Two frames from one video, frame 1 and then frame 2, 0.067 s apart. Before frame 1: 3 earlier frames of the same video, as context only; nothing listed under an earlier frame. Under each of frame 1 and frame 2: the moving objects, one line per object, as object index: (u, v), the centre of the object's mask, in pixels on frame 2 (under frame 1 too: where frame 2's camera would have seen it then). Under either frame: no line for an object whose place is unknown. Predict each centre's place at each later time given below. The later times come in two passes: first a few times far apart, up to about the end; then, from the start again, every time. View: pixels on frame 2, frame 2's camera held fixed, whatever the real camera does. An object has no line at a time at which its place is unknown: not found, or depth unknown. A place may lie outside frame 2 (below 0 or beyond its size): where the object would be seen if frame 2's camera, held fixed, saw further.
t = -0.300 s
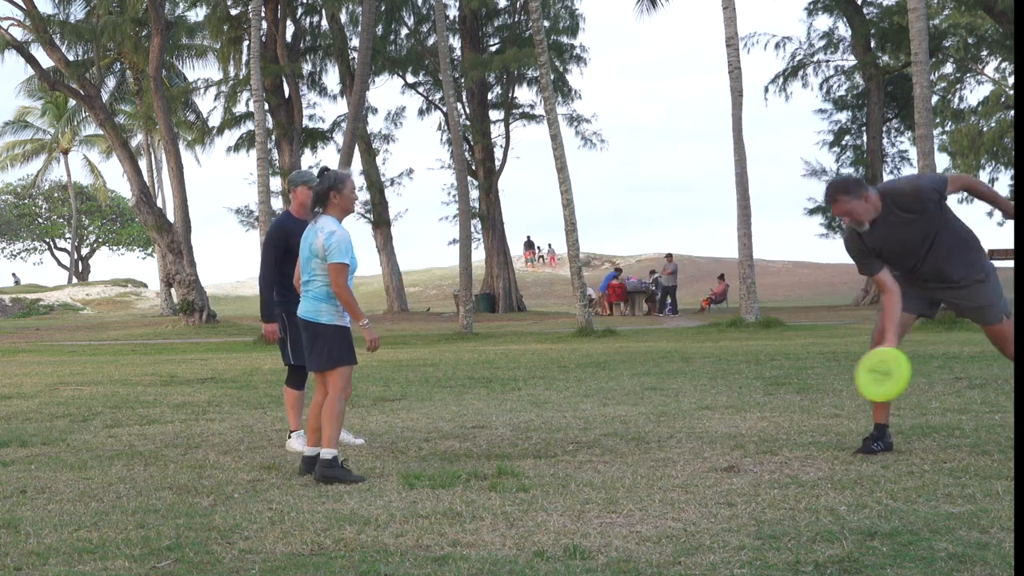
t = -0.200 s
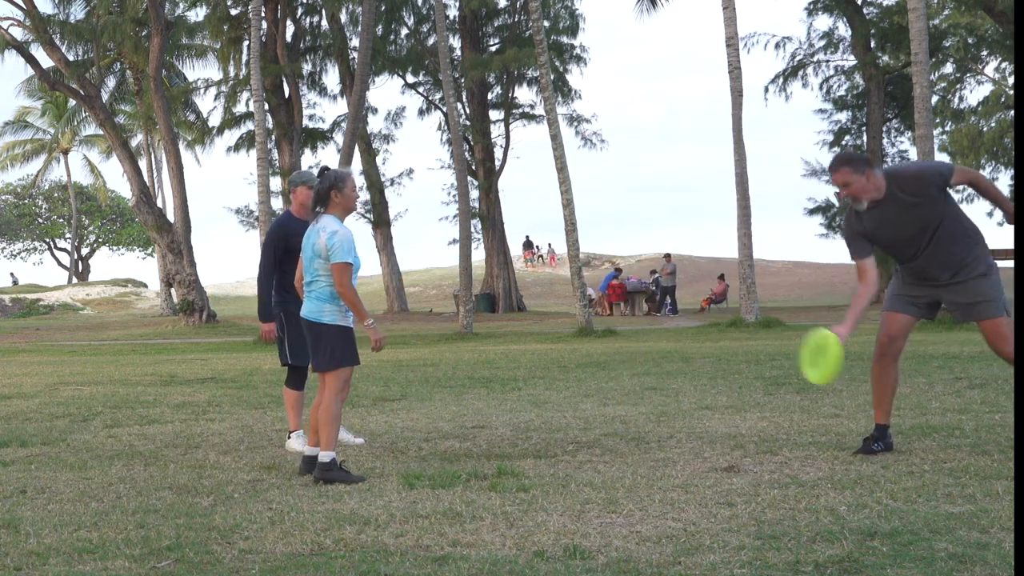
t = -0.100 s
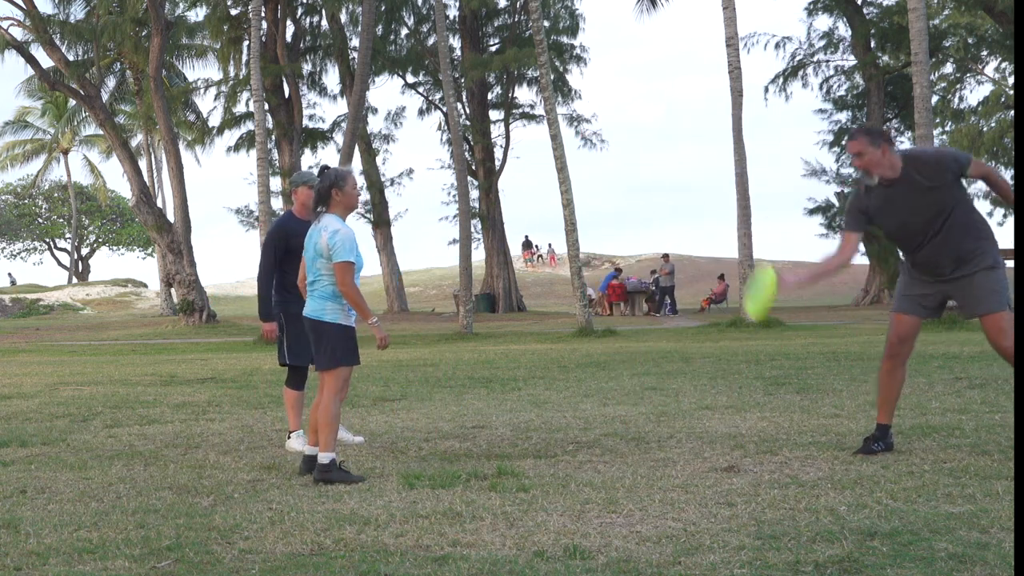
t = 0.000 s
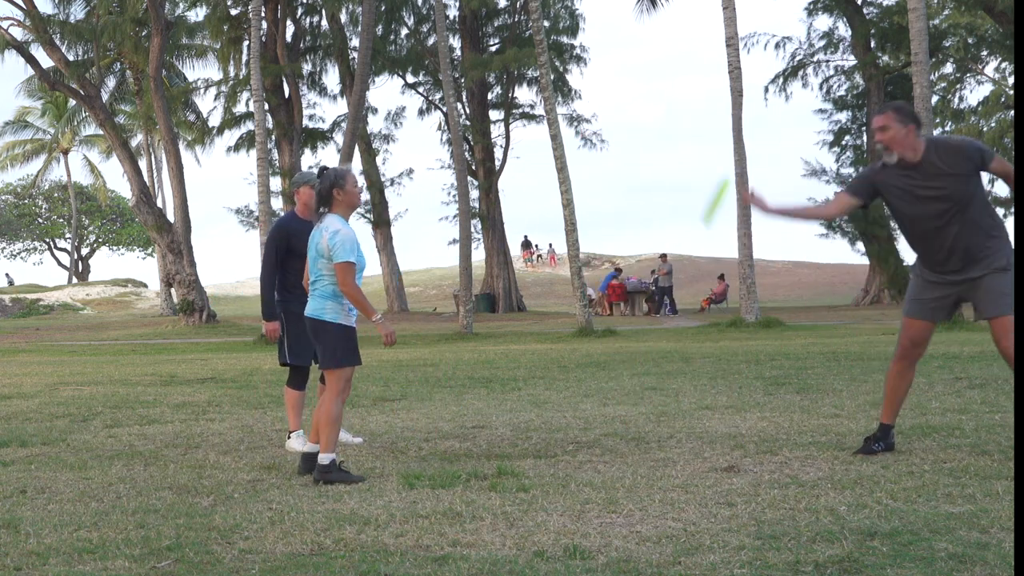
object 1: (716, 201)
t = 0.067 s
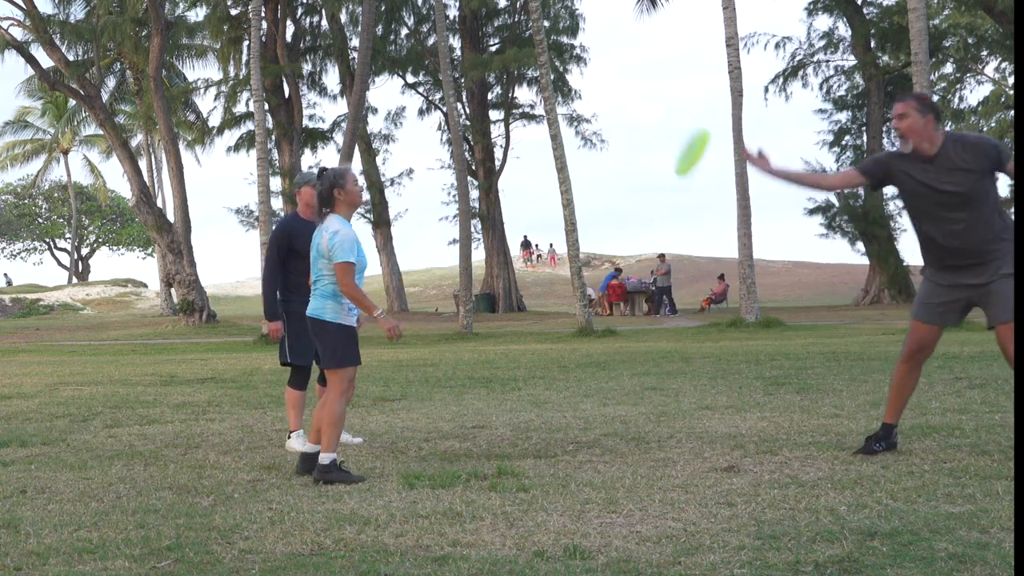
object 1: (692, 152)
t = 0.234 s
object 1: (641, 73)
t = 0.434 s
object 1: (585, 52)
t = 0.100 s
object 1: (681, 132)
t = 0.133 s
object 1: (670, 114)
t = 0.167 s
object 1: (659, 97)
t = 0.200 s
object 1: (650, 84)
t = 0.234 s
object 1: (641, 73)
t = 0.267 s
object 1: (631, 64)
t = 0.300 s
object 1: (622, 57)
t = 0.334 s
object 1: (612, 52)
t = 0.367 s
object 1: (604, 49)
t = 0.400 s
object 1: (595, 50)
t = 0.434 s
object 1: (585, 52)
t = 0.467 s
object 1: (577, 56)
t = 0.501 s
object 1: (568, 62)
